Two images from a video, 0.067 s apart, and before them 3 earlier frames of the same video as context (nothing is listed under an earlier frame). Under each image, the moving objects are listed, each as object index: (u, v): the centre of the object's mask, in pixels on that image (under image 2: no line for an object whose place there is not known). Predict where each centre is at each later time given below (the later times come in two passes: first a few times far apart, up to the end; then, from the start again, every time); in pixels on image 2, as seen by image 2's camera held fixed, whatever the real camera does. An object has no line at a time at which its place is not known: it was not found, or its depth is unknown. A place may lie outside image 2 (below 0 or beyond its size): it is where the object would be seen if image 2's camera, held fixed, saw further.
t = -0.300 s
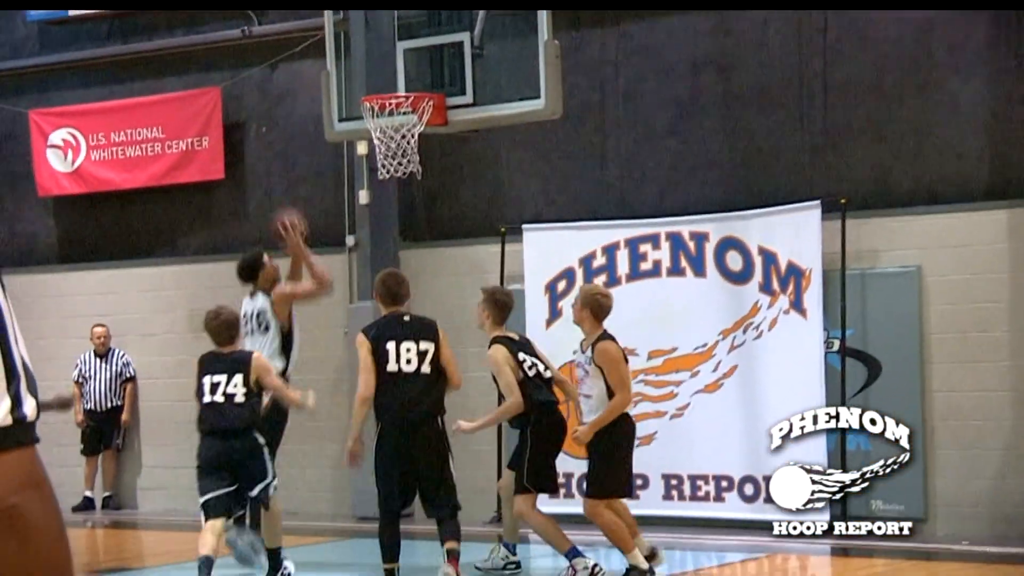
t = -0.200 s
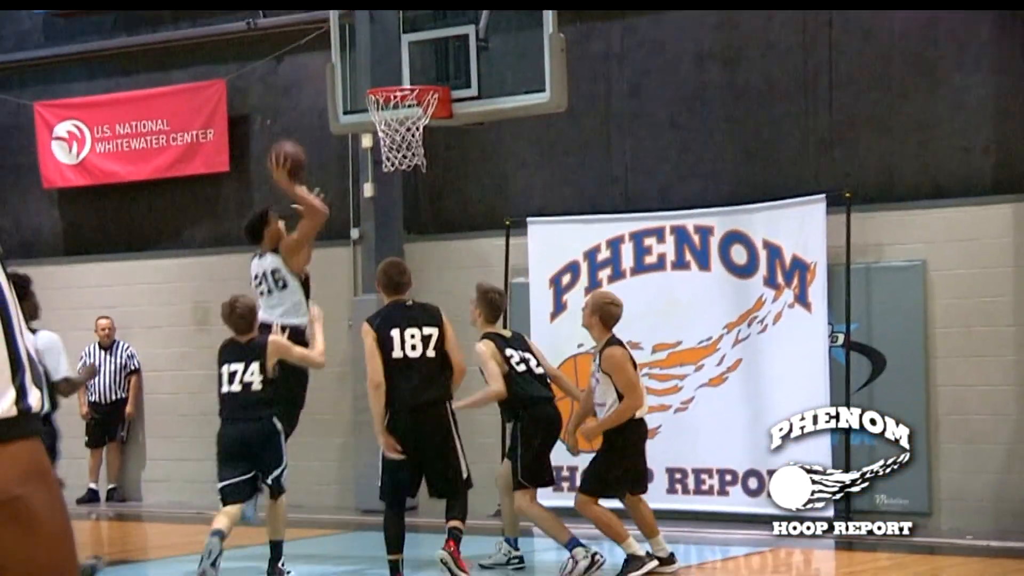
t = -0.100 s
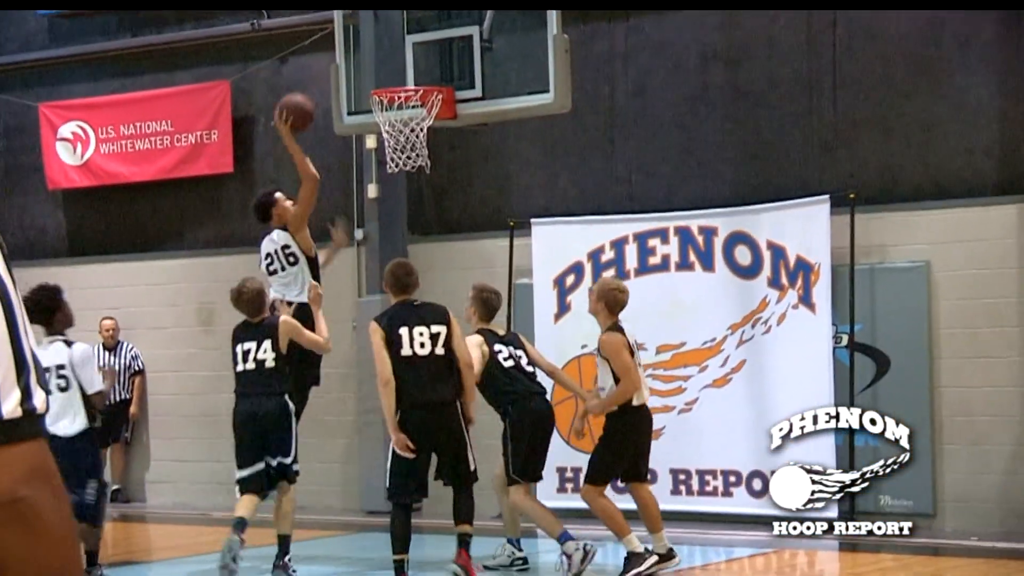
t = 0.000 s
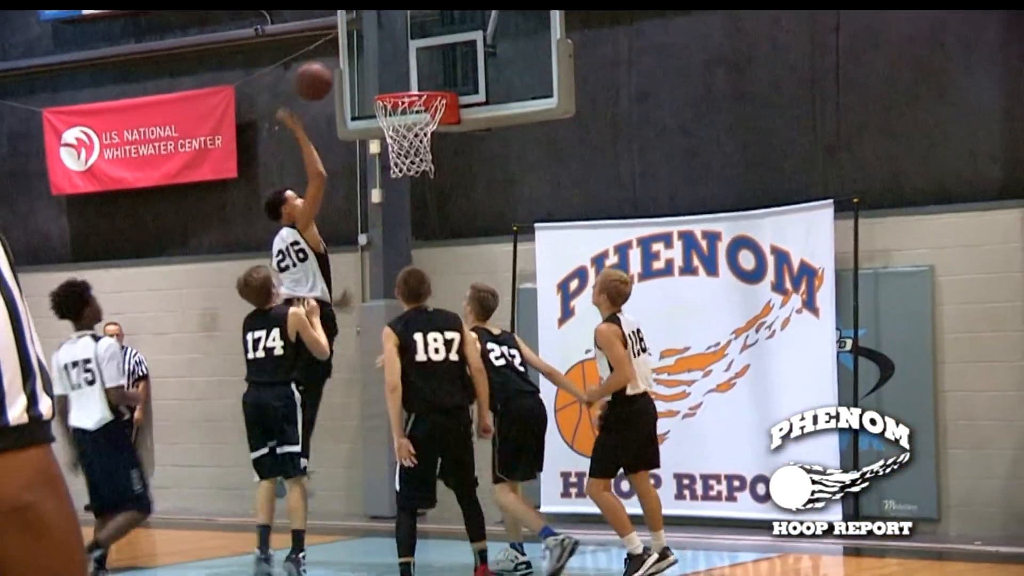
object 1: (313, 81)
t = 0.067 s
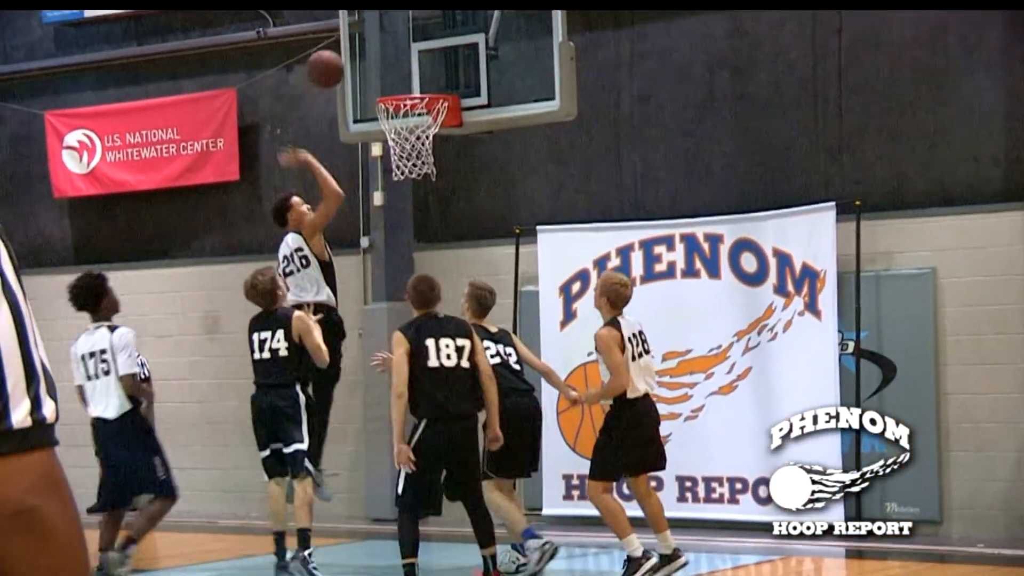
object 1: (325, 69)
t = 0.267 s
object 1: (357, 64)
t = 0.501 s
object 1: (374, 77)
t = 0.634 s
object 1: (377, 81)
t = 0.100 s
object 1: (330, 64)
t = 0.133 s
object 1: (336, 60)
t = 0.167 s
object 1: (341, 59)
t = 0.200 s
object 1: (346, 59)
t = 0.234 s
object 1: (351, 61)
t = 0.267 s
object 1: (357, 64)
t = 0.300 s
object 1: (362, 69)
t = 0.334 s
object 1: (368, 76)
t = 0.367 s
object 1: (373, 82)
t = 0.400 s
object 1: (373, 79)
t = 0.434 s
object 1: (374, 77)
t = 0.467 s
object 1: (374, 76)
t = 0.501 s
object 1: (374, 77)
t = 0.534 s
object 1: (374, 80)
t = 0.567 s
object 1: (375, 81)
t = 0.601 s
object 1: (376, 80)
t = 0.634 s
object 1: (377, 81)
